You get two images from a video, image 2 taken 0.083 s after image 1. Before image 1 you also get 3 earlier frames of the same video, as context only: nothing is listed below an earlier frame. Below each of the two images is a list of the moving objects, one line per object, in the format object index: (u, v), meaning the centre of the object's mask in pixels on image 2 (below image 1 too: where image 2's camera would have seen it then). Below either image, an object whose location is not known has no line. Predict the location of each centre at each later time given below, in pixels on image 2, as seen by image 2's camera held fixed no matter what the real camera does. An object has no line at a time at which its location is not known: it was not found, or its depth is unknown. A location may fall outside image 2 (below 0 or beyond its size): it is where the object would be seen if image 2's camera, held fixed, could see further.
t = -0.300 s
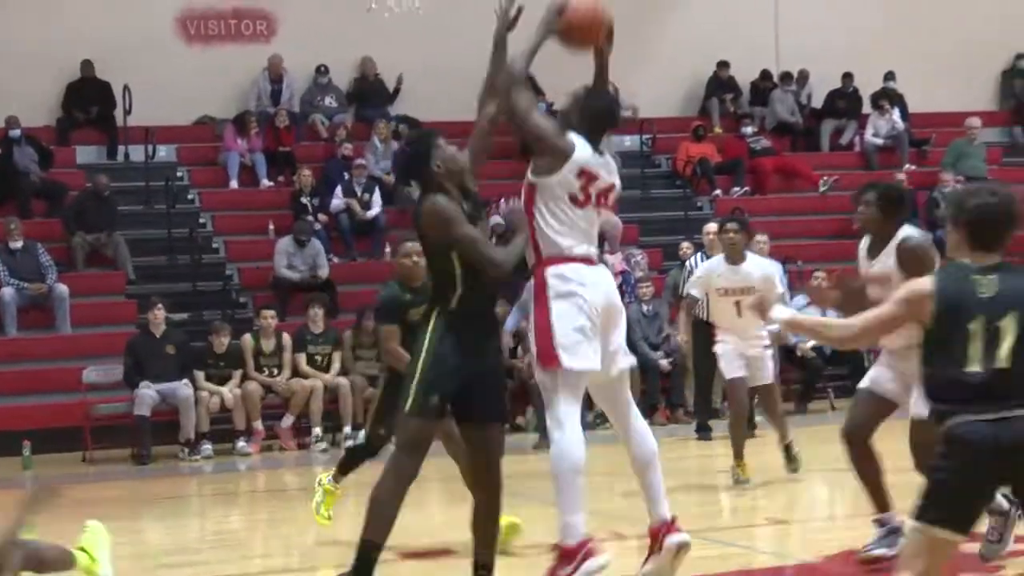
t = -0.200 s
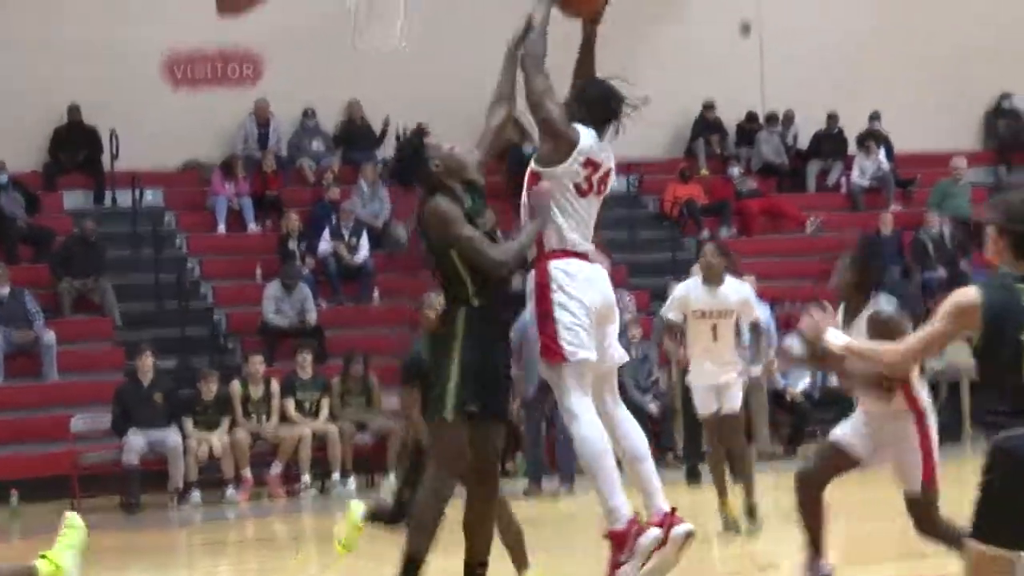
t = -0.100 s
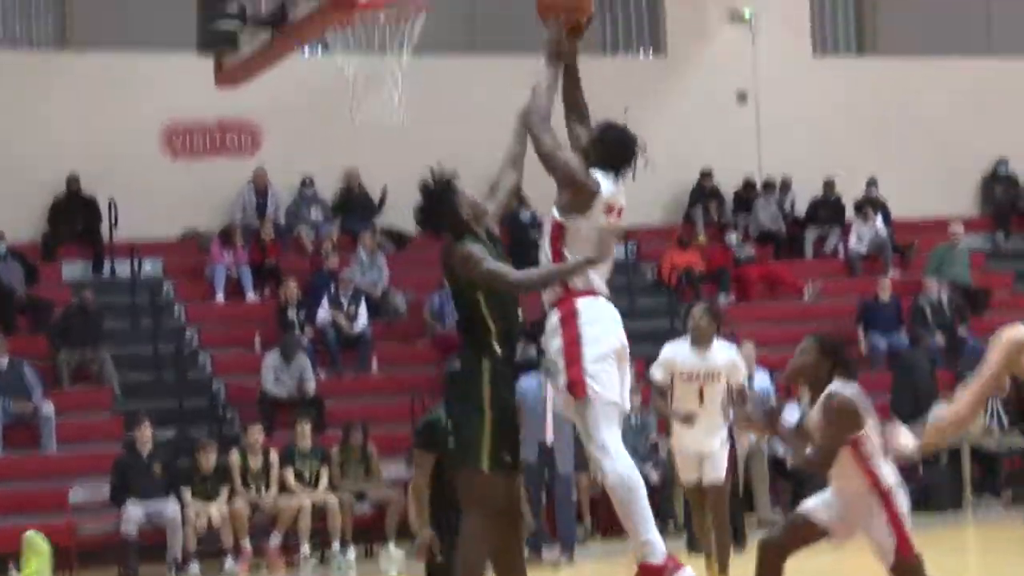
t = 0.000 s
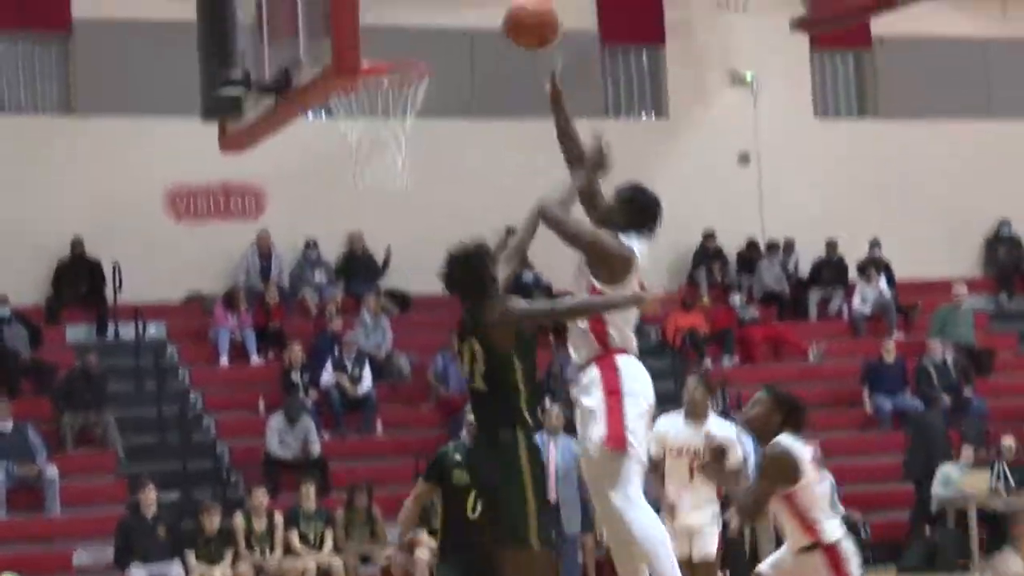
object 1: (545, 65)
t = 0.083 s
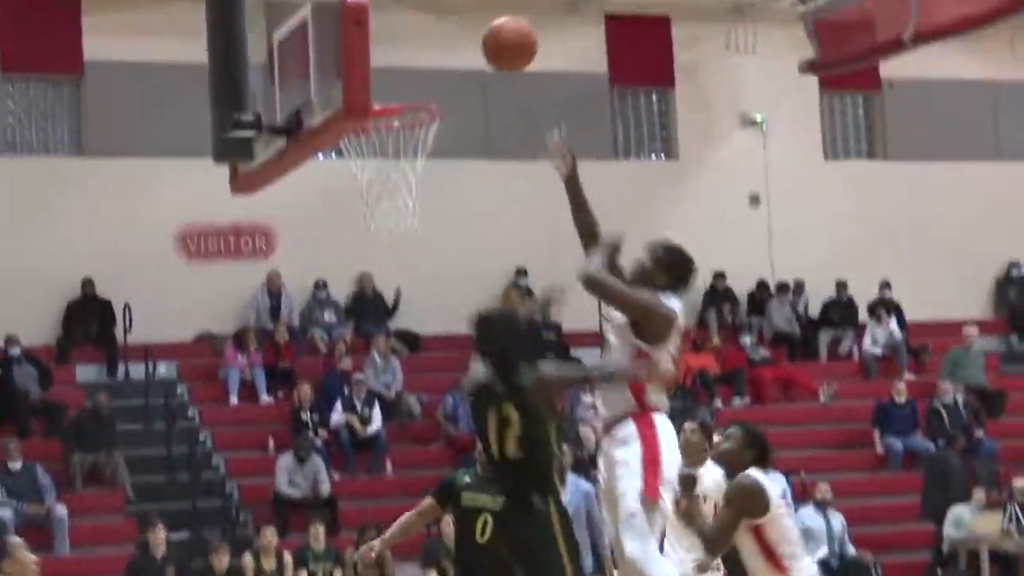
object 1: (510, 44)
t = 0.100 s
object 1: (503, 43)
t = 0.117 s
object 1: (497, 42)
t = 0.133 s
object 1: (491, 42)
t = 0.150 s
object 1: (484, 44)
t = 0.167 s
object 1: (479, 43)
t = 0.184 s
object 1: (472, 44)
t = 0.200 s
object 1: (465, 45)
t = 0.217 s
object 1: (458, 48)
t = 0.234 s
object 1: (453, 50)
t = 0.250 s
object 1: (446, 52)
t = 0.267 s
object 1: (438, 58)
